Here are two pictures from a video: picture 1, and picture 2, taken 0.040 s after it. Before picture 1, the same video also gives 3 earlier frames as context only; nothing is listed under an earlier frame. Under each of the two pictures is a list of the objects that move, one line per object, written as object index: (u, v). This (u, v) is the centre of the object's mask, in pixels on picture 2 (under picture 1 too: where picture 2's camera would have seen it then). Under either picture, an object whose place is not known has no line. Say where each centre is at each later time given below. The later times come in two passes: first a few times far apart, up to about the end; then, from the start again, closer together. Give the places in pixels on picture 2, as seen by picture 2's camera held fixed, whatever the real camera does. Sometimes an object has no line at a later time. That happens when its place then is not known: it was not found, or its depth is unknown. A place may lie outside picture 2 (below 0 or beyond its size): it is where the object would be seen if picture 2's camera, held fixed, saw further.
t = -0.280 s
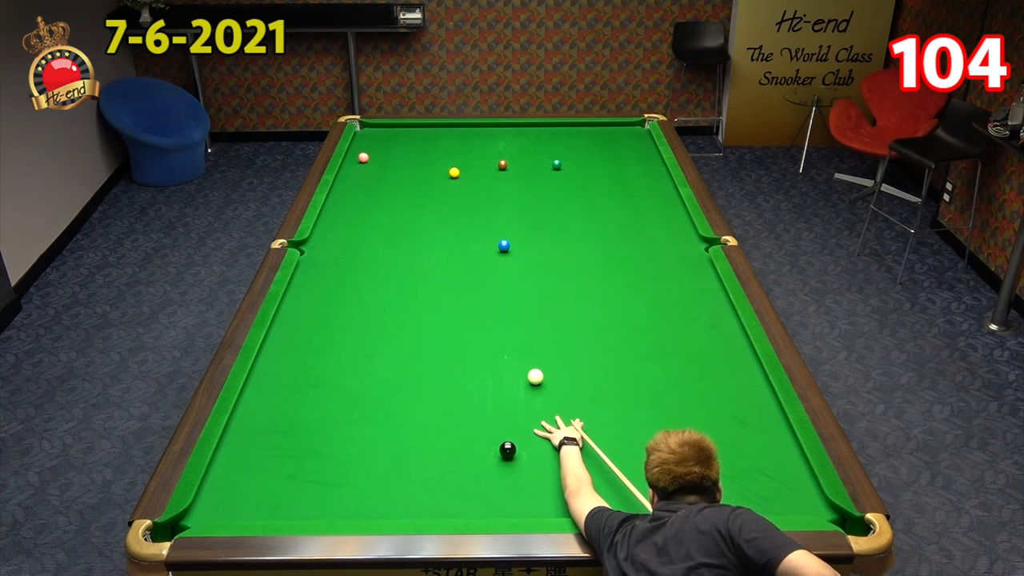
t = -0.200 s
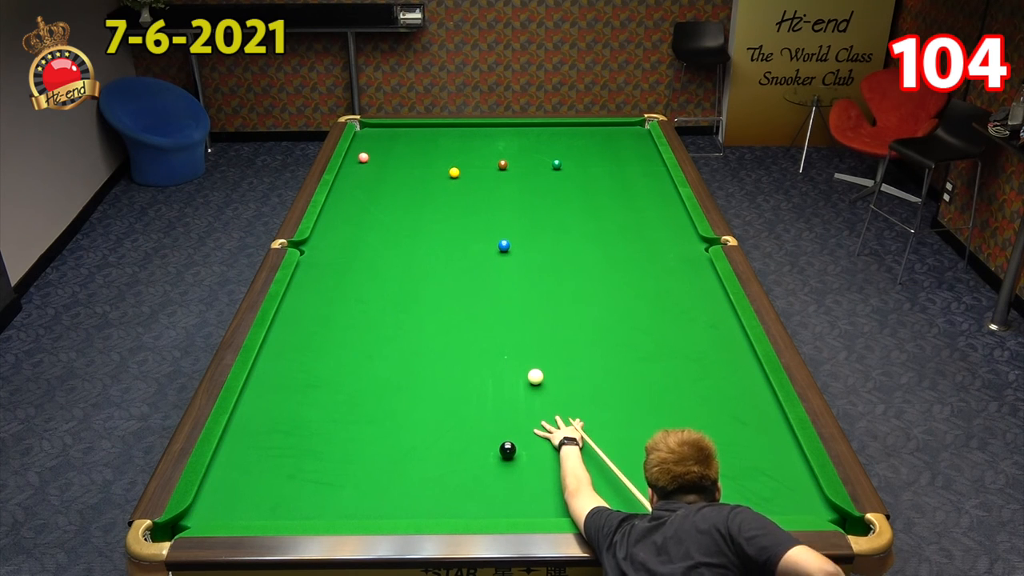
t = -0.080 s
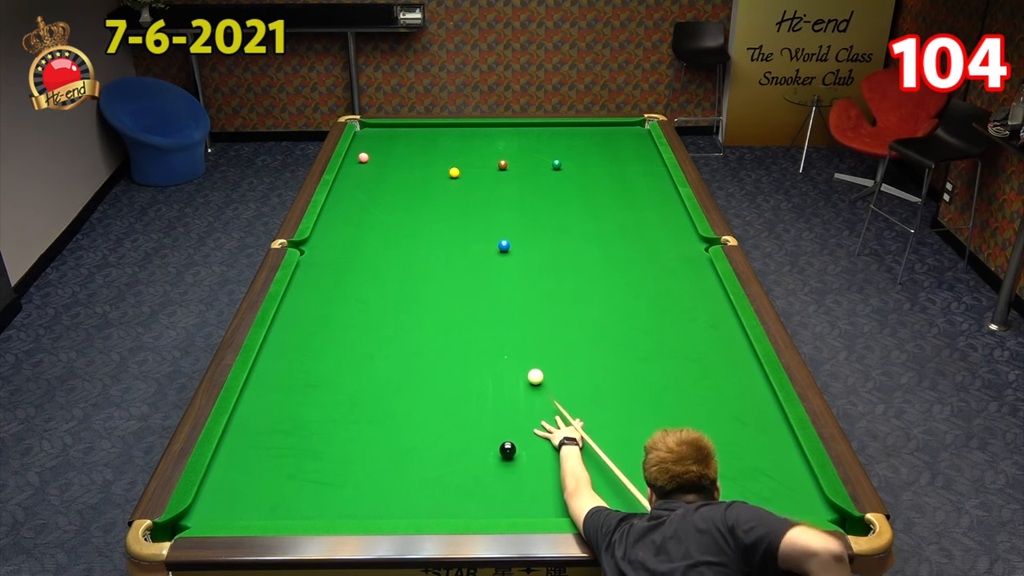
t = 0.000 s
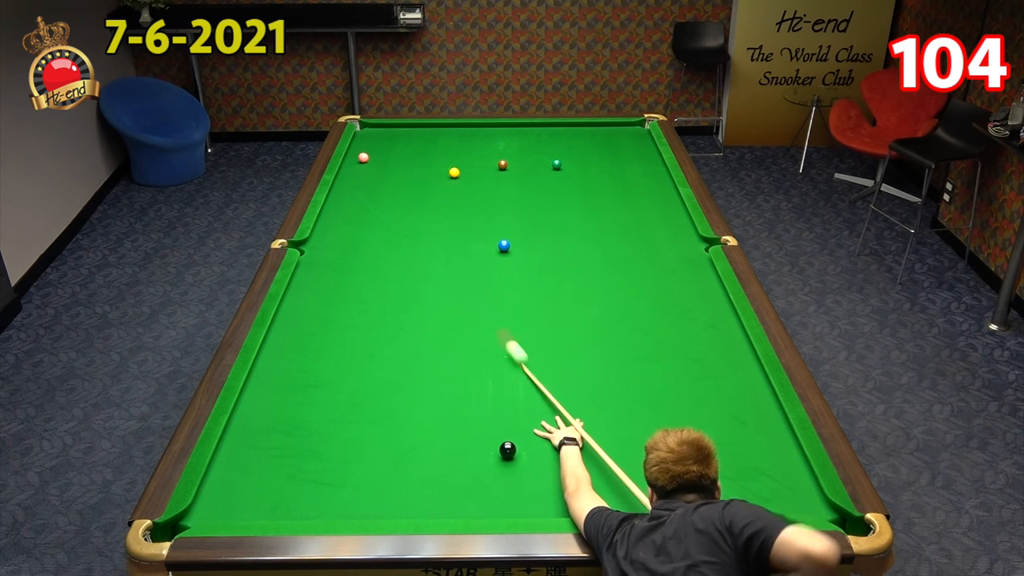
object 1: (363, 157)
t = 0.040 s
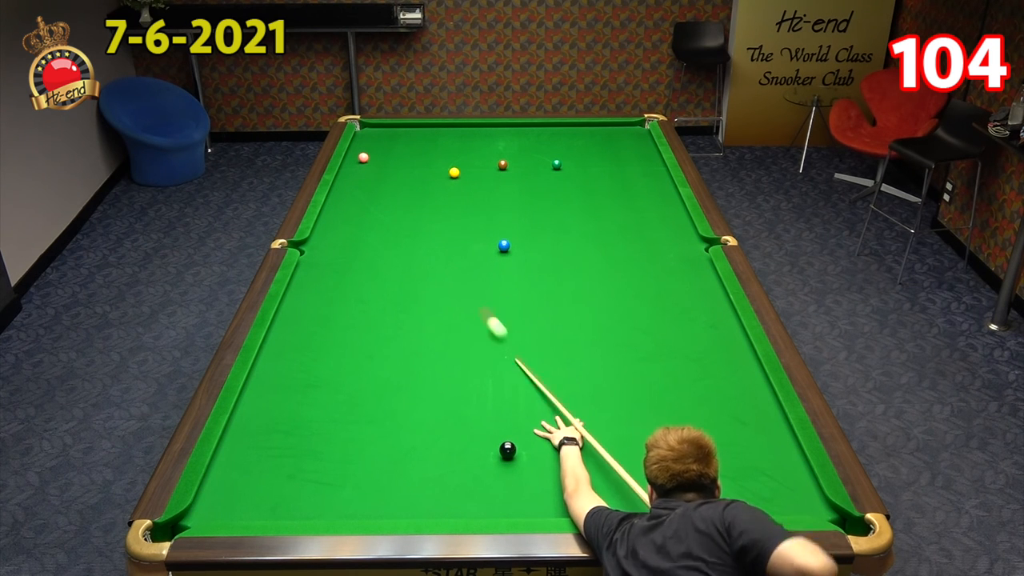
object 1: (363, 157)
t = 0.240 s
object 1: (363, 157)
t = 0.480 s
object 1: (363, 157)
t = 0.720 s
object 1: (360, 125)
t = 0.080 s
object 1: (363, 157)
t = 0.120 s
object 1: (363, 157)
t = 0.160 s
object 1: (363, 157)
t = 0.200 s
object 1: (363, 157)
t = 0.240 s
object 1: (363, 157)
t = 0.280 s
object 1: (363, 157)
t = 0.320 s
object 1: (363, 157)
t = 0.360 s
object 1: (363, 157)
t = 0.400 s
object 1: (363, 157)
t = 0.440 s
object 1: (363, 157)
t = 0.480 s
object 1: (363, 157)
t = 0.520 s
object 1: (363, 153)
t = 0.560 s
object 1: (363, 148)
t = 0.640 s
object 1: (363, 134)
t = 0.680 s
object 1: (363, 128)
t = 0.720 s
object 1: (360, 125)
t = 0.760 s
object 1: (359, 126)
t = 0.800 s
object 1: (357, 129)
